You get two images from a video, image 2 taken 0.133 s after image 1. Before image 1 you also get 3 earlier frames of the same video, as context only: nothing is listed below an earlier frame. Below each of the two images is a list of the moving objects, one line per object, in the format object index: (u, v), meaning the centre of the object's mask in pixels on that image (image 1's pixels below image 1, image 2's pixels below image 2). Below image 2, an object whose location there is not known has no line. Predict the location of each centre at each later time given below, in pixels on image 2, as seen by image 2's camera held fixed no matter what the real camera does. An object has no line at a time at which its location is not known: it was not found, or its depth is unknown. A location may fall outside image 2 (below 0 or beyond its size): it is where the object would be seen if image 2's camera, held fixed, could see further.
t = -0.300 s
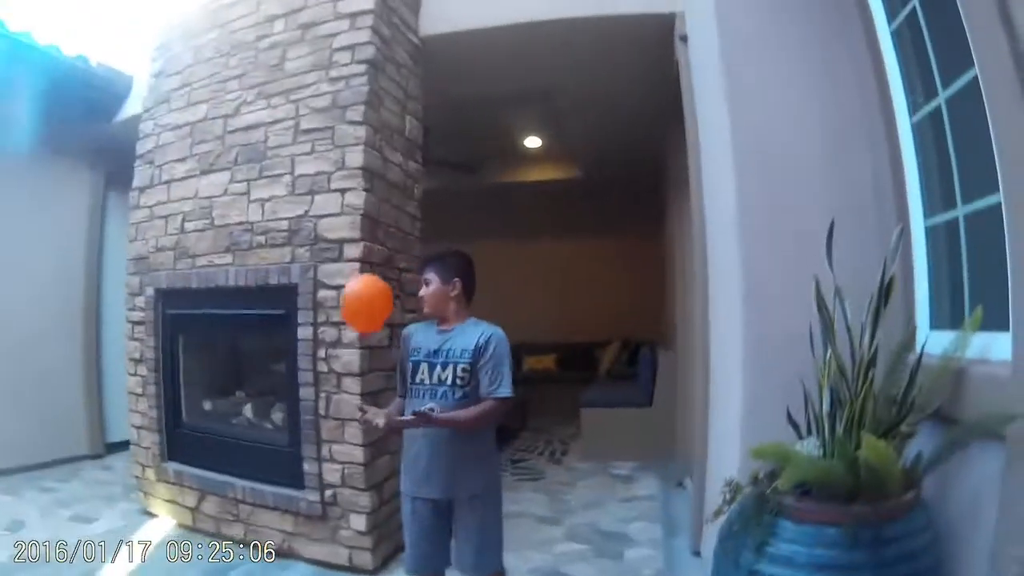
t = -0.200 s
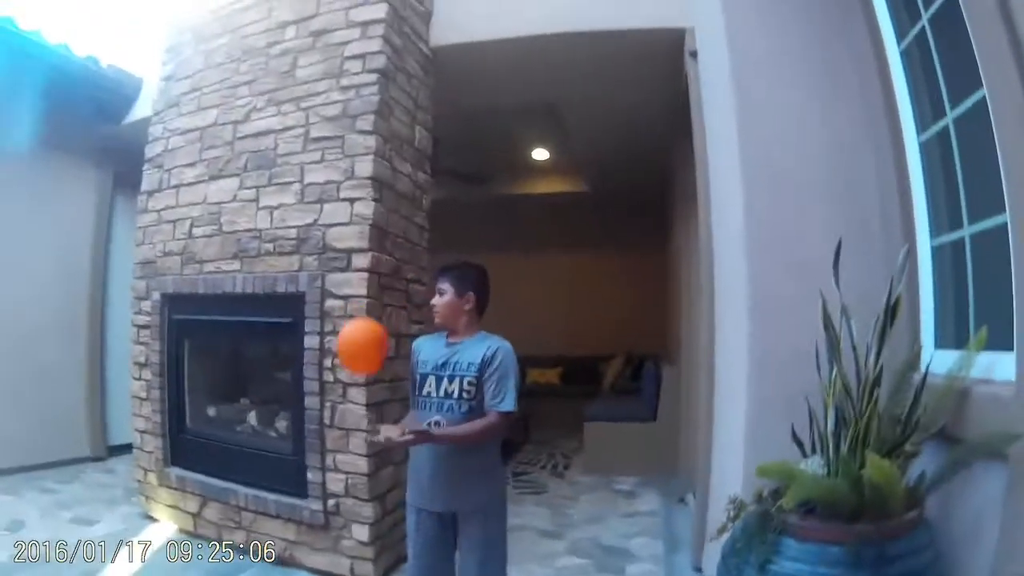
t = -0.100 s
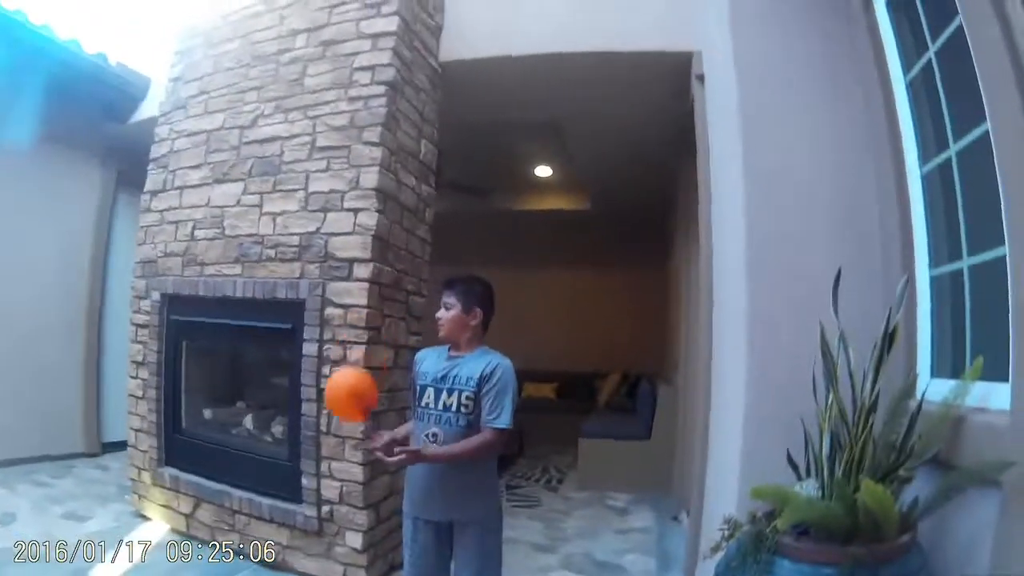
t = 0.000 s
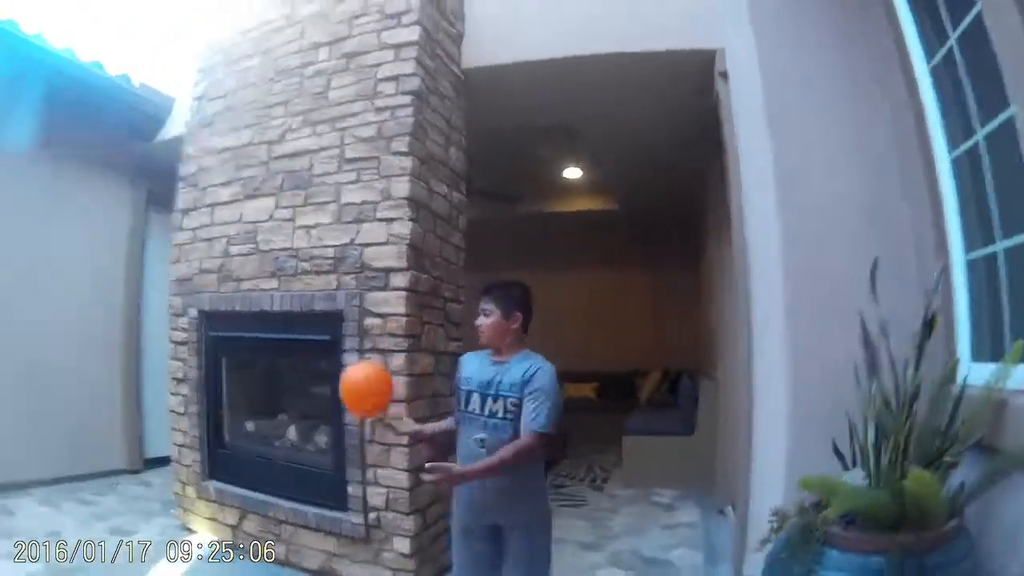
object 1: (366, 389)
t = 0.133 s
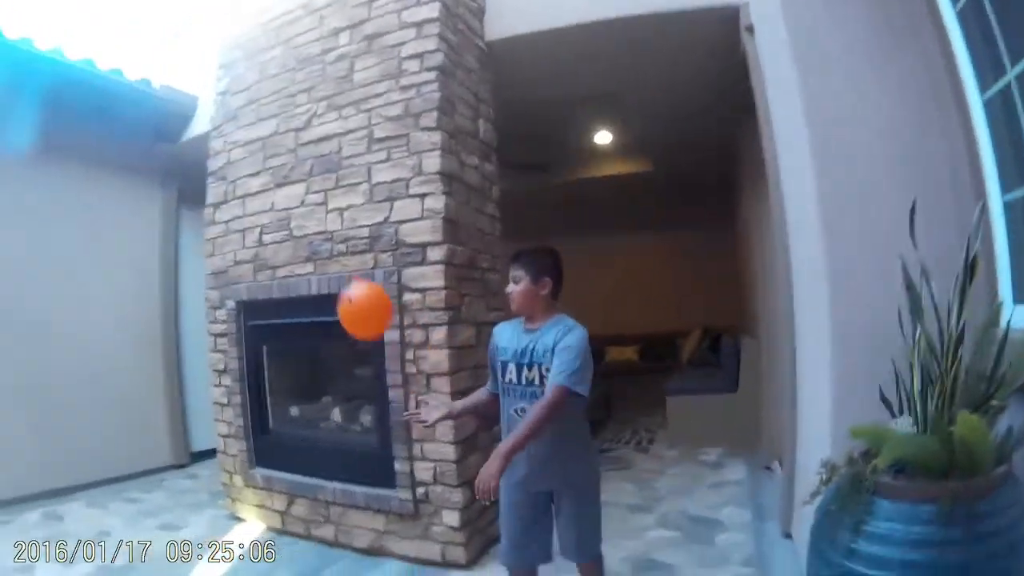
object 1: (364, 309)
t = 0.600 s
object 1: (253, 263)
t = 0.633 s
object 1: (248, 270)
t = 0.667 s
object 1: (245, 278)
